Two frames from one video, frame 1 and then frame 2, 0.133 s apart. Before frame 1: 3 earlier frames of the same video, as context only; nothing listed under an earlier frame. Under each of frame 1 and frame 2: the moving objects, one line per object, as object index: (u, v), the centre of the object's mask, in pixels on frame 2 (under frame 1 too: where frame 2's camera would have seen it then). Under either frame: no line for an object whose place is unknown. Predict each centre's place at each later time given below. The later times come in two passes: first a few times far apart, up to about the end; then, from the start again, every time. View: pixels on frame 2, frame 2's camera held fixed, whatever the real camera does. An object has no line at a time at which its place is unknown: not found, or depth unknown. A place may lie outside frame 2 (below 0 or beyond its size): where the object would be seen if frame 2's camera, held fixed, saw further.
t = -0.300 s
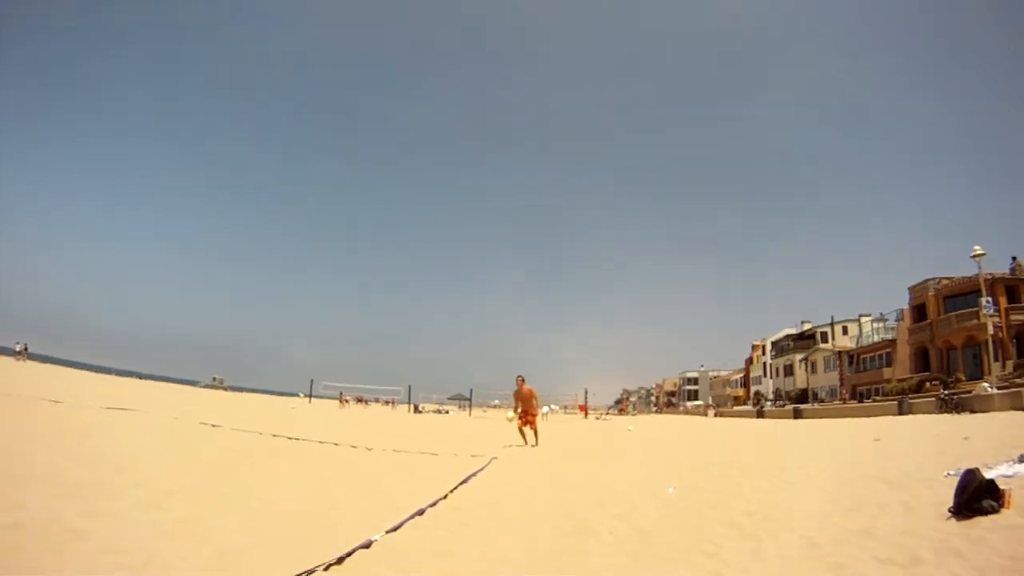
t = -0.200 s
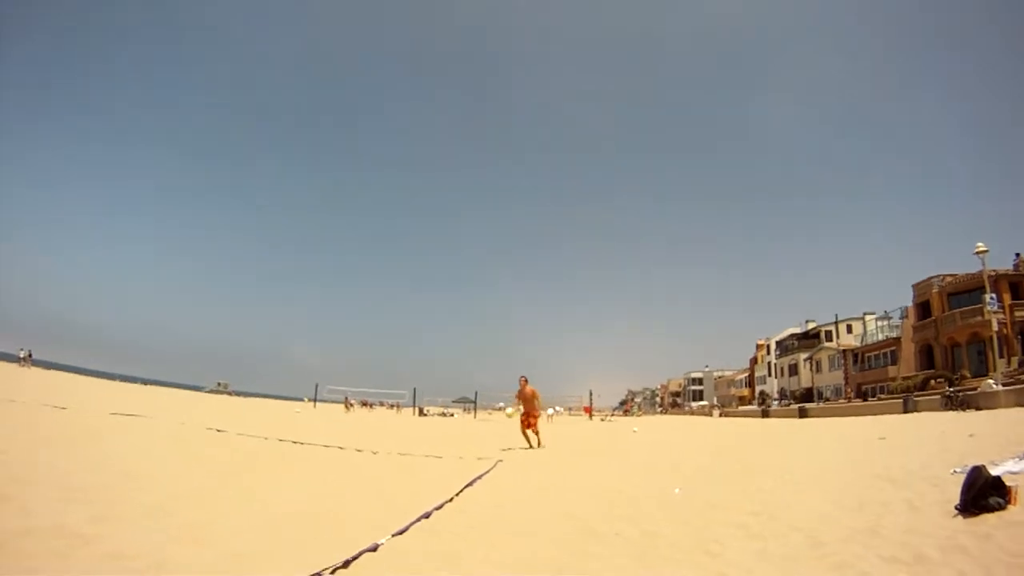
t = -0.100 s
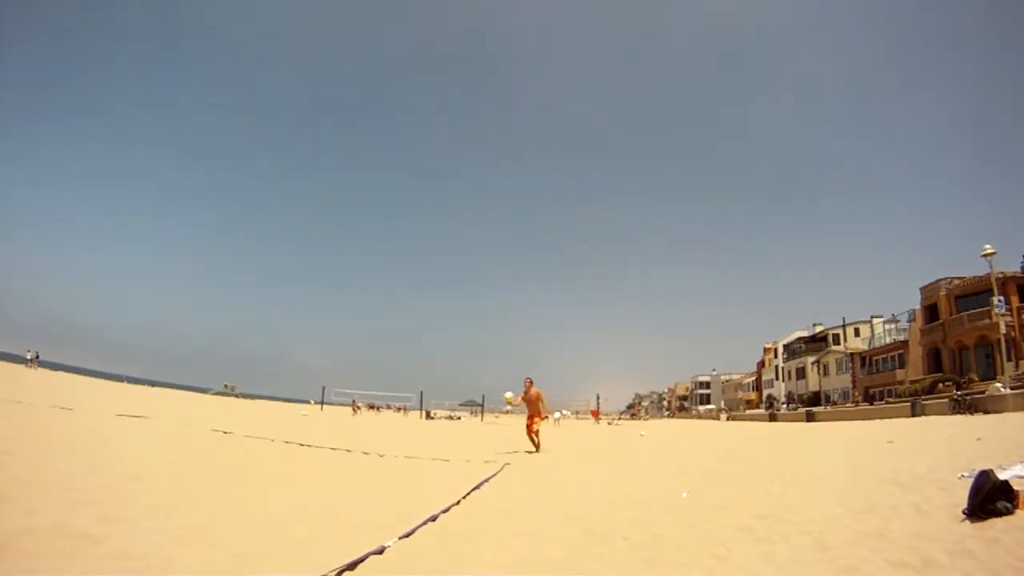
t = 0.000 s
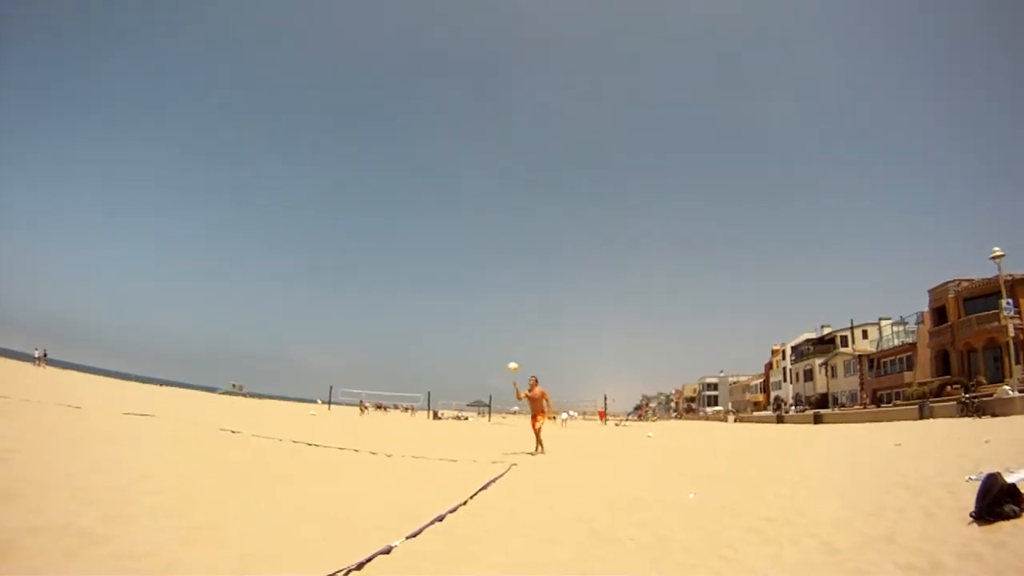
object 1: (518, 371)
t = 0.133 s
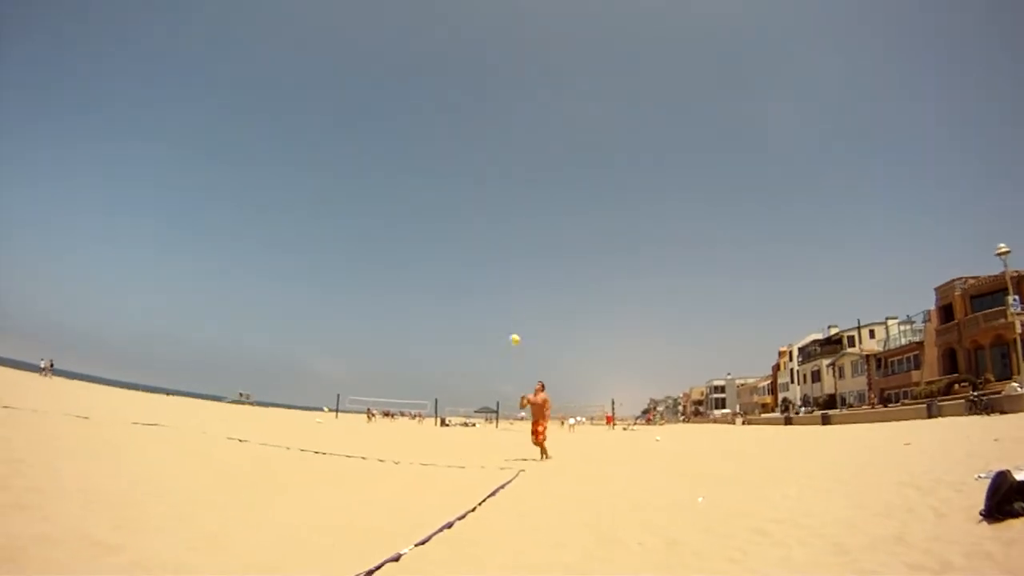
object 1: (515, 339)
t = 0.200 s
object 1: (512, 325)
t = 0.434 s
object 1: (505, 294)
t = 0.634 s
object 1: (499, 284)
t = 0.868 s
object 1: (493, 297)
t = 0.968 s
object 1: (491, 312)
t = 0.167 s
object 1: (513, 332)
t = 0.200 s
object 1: (512, 325)
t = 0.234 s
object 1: (511, 320)
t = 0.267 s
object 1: (510, 314)
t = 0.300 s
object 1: (509, 310)
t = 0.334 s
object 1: (508, 305)
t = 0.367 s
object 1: (507, 301)
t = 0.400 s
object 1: (506, 297)
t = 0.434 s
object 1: (505, 294)
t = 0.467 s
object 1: (504, 291)
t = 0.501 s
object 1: (503, 288)
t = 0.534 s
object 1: (502, 286)
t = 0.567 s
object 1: (501, 285)
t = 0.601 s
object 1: (500, 284)
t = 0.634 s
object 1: (499, 284)
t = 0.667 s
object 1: (498, 284)
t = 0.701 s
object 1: (496, 285)
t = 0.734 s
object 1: (496, 286)
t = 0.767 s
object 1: (495, 288)
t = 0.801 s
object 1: (494, 290)
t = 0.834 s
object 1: (494, 293)
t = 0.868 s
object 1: (493, 297)
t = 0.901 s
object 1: (492, 301)
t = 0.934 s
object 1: (491, 306)
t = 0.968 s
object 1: (491, 312)
